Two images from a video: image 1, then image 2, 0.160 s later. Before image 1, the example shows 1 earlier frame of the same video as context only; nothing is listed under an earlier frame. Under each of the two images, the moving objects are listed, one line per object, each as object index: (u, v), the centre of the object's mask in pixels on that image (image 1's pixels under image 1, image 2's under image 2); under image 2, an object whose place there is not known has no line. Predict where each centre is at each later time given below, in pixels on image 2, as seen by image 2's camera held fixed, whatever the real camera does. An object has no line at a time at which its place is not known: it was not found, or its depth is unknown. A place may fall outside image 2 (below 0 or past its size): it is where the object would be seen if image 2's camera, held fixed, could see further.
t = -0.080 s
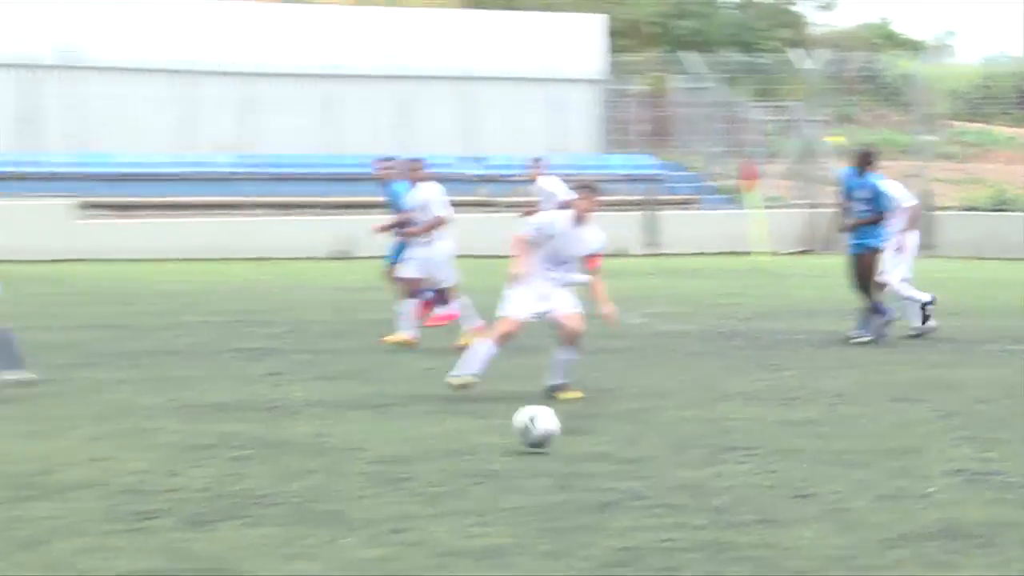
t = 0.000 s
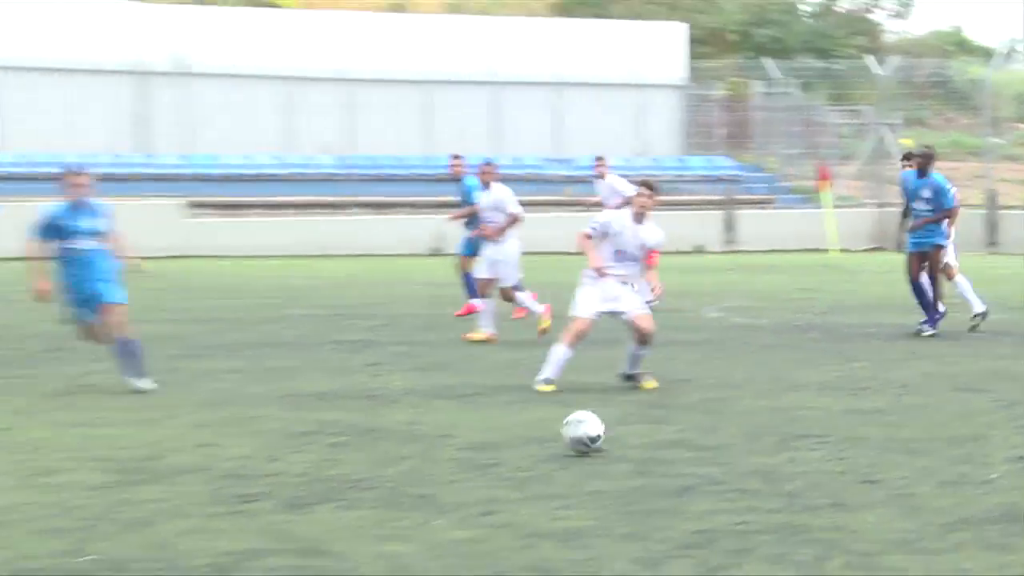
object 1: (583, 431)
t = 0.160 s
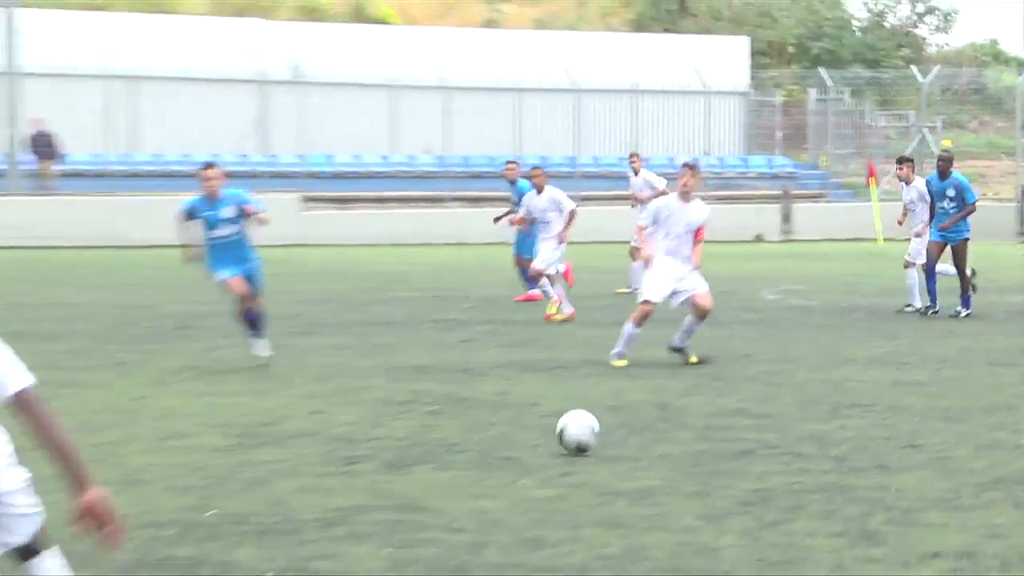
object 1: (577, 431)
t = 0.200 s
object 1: (554, 437)
